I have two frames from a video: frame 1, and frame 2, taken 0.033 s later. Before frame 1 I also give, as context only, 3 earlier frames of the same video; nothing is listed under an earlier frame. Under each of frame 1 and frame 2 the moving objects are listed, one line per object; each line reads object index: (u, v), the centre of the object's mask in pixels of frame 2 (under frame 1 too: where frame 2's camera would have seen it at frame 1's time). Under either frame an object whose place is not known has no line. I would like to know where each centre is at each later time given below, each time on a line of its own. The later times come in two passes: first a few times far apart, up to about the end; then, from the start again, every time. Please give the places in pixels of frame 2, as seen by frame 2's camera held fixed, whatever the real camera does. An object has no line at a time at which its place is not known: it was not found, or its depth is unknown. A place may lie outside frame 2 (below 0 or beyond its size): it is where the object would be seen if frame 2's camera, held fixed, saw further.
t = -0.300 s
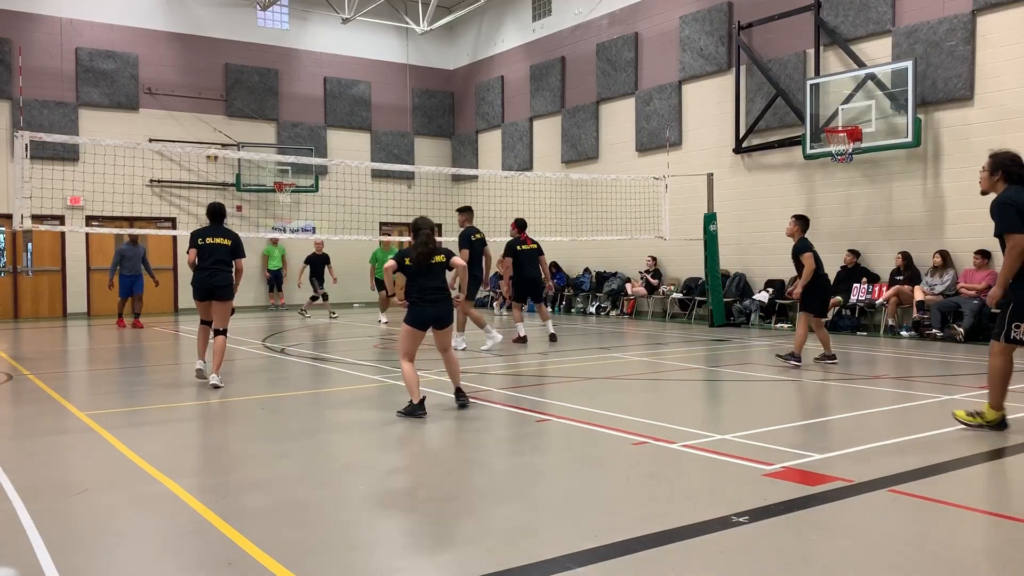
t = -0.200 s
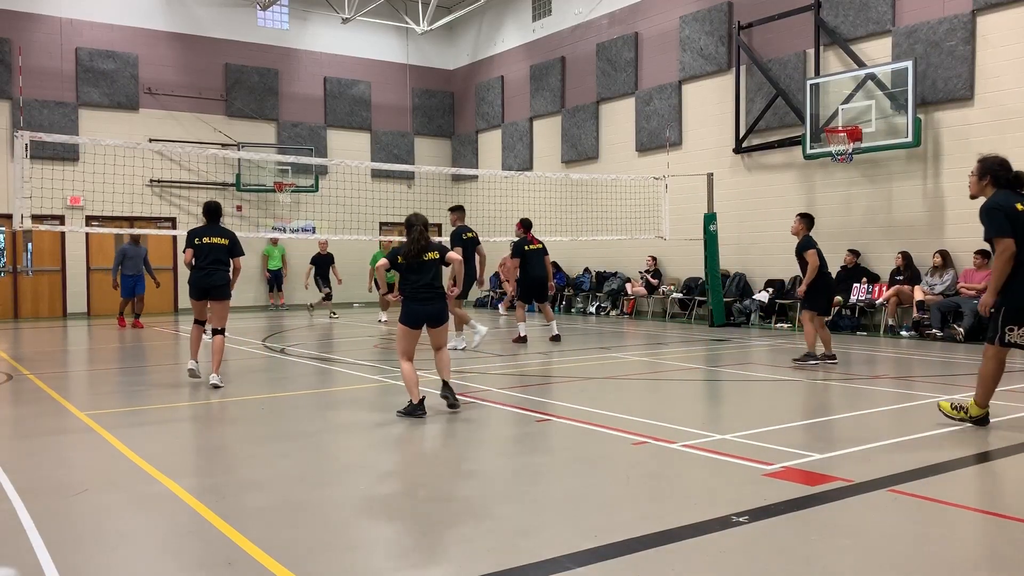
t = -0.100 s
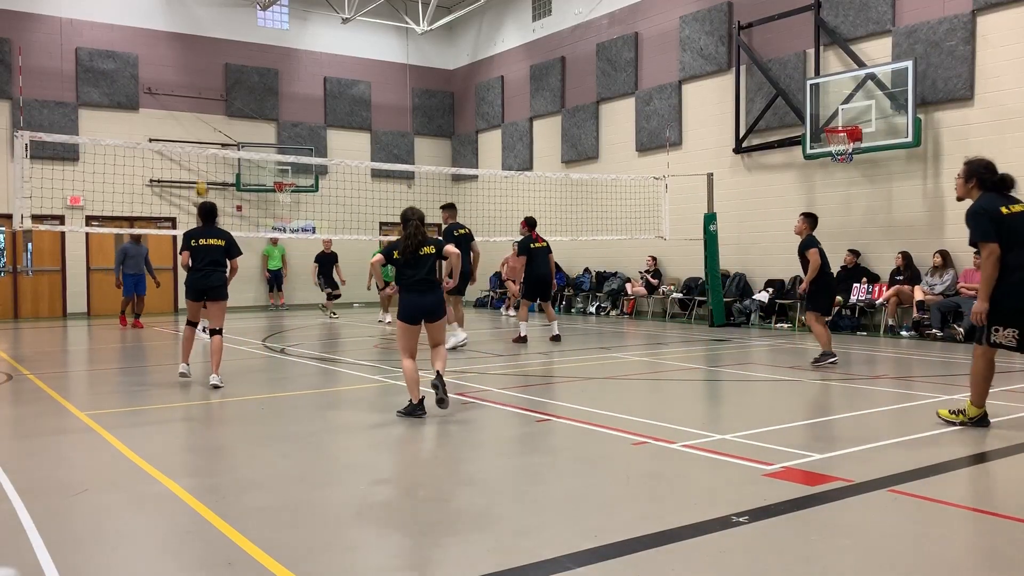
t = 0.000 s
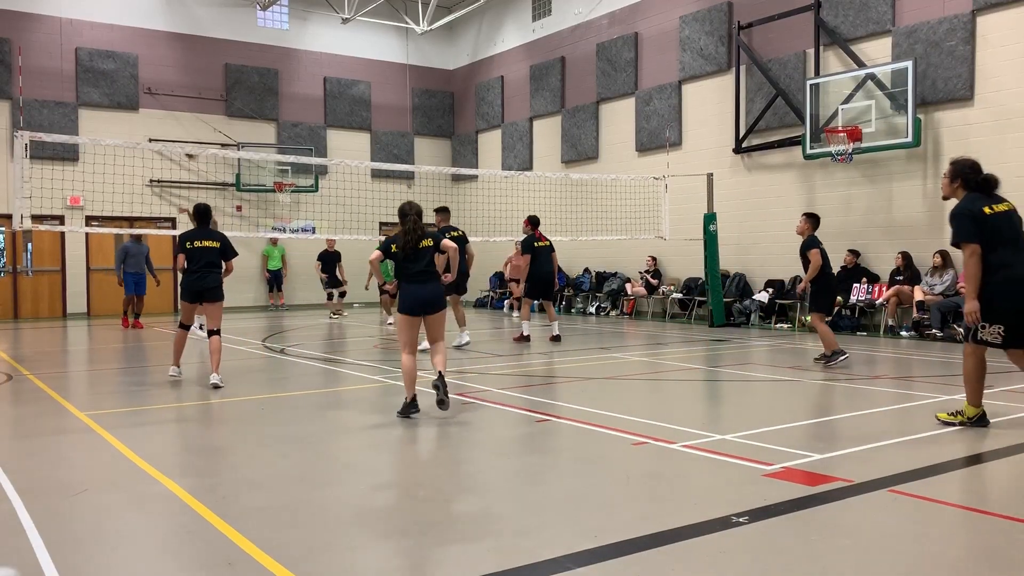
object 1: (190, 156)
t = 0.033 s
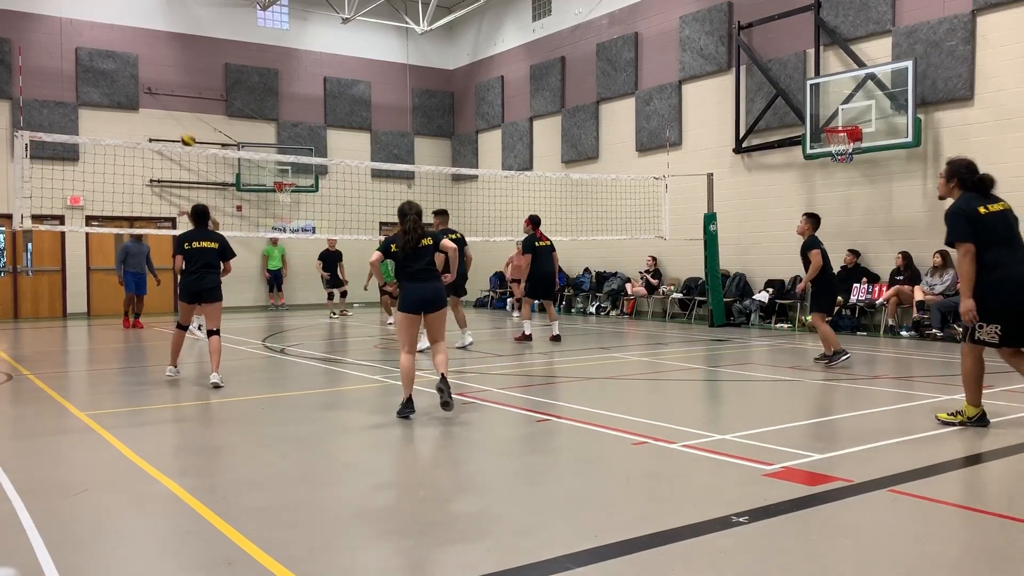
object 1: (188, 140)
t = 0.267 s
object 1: (165, 81)
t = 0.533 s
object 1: (142, 60)
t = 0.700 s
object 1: (128, 73)
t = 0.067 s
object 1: (184, 130)
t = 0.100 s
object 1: (181, 120)
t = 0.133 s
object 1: (178, 110)
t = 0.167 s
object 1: (175, 102)
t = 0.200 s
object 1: (172, 94)
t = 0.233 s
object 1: (168, 87)
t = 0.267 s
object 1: (165, 81)
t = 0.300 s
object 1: (162, 76)
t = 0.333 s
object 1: (159, 71)
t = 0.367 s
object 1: (156, 68)
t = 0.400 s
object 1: (154, 65)
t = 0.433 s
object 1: (151, 62)
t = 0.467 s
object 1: (148, 61)
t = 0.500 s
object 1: (145, 61)
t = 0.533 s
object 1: (142, 60)
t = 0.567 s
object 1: (139, 61)
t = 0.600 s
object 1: (136, 63)
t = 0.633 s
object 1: (134, 65)
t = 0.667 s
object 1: (131, 69)
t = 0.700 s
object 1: (128, 73)
